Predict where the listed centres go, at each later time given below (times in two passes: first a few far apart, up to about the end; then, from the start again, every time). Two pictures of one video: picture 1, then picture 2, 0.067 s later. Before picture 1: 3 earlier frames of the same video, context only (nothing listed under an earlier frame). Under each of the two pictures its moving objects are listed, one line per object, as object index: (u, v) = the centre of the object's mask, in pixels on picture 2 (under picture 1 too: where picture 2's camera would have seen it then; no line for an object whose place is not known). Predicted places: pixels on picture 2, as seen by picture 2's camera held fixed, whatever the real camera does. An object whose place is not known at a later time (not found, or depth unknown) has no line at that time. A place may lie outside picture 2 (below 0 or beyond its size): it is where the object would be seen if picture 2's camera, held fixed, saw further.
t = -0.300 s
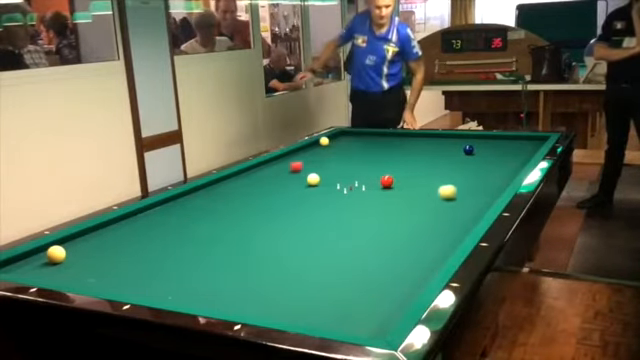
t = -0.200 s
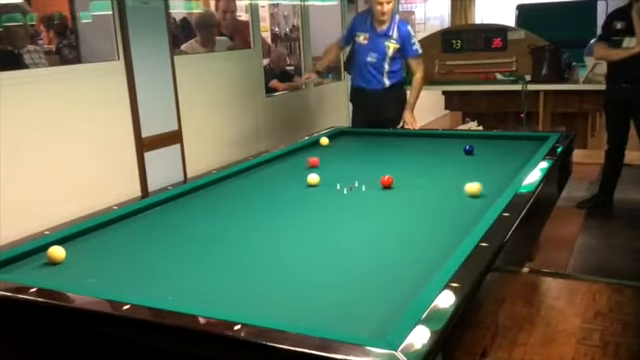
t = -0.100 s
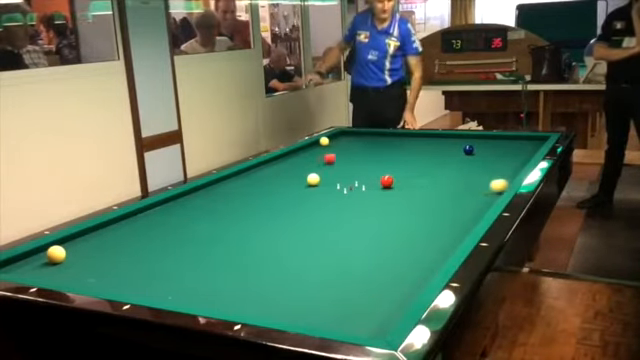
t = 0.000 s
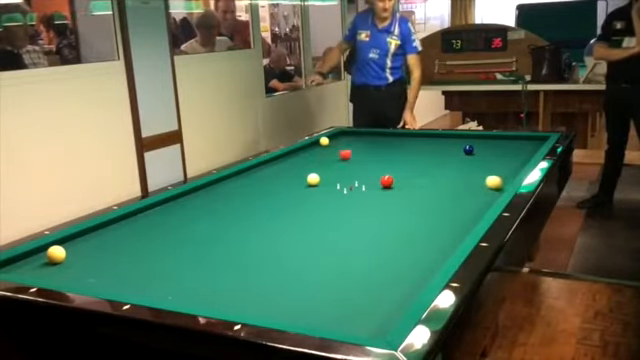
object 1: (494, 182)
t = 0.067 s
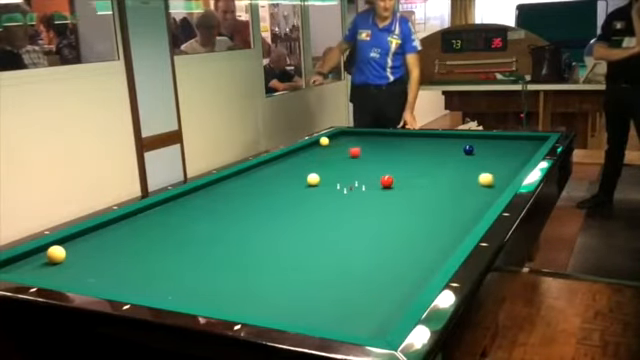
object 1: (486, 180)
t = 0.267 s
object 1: (471, 173)
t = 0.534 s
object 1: (457, 165)
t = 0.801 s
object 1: (444, 158)
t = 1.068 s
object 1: (434, 151)
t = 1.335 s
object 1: (415, 149)
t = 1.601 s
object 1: (390, 149)
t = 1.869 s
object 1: (367, 149)
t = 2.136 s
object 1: (344, 149)
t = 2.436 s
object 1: (320, 149)
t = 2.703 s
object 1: (300, 148)
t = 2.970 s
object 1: (307, 150)
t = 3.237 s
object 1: (313, 151)
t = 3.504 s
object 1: (319, 152)
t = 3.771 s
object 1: (324, 153)
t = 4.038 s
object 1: (330, 154)
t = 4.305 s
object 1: (336, 156)
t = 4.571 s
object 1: (341, 157)
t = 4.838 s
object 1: (346, 158)
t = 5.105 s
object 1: (350, 159)
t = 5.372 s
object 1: (355, 160)
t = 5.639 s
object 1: (359, 161)
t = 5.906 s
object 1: (363, 162)
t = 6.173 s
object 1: (367, 162)
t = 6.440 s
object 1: (370, 163)
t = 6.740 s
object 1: (373, 164)
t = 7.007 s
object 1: (376, 164)
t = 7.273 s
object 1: (377, 164)
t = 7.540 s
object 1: (380, 165)
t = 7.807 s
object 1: (381, 165)
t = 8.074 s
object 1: (383, 165)
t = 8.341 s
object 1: (383, 165)
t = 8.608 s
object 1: (384, 166)
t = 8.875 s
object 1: (384, 165)
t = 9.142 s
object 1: (384, 166)
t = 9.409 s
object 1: (384, 166)
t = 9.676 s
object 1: (384, 166)
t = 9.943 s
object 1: (383, 166)
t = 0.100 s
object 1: (482, 179)
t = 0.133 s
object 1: (479, 177)
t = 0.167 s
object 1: (477, 176)
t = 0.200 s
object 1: (475, 175)
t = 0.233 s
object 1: (473, 174)
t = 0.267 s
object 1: (471, 173)
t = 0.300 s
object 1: (469, 172)
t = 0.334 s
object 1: (467, 171)
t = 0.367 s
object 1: (465, 169)
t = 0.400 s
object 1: (463, 168)
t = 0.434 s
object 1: (462, 167)
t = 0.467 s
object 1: (460, 166)
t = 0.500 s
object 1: (458, 166)
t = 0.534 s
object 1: (457, 165)
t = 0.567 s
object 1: (455, 164)
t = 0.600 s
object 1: (453, 163)
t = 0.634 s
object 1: (452, 162)
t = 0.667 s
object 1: (450, 161)
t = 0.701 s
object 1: (449, 160)
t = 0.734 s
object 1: (447, 159)
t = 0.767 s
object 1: (446, 159)
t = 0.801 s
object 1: (444, 158)
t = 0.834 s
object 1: (443, 157)
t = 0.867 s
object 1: (442, 156)
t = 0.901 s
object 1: (440, 155)
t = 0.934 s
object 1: (439, 154)
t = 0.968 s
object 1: (438, 154)
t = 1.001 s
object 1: (436, 153)
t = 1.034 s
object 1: (435, 152)
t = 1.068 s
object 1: (434, 151)
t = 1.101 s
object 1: (432, 151)
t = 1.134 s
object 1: (431, 150)
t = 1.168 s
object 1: (430, 149)
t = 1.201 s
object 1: (429, 149)
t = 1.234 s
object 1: (426, 148)
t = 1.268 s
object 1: (422, 149)
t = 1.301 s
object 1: (418, 149)
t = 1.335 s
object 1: (415, 149)
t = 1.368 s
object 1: (412, 149)
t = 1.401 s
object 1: (408, 149)
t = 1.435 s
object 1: (405, 149)
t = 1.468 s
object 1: (402, 149)
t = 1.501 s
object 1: (399, 149)
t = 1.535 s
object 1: (396, 149)
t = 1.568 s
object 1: (393, 149)
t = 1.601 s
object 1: (390, 149)
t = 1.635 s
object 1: (387, 149)
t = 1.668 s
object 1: (384, 149)
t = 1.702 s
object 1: (381, 149)
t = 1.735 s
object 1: (378, 149)
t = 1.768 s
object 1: (375, 149)
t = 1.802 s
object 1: (372, 149)
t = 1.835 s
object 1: (369, 149)
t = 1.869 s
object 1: (367, 149)
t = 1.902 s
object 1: (364, 149)
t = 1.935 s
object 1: (361, 149)
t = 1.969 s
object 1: (358, 149)
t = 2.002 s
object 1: (355, 149)
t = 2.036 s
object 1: (353, 149)
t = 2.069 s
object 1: (350, 149)
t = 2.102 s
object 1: (347, 149)
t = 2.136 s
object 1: (344, 149)
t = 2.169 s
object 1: (342, 149)
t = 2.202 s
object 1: (339, 149)
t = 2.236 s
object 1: (336, 149)
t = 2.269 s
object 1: (334, 149)
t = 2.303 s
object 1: (331, 149)
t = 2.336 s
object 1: (329, 149)
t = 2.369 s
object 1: (326, 149)
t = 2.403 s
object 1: (323, 148)
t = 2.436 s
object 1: (320, 149)
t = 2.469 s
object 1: (318, 149)
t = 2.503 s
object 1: (315, 149)
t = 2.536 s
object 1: (313, 149)
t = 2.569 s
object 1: (310, 148)
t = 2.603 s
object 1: (308, 148)
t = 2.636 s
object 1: (305, 148)
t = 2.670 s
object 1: (303, 148)
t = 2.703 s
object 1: (300, 148)
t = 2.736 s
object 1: (301, 148)
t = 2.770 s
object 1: (302, 148)
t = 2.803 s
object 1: (303, 149)
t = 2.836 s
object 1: (304, 149)
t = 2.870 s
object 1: (305, 149)
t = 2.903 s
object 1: (306, 149)
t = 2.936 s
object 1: (306, 149)
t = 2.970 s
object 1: (307, 150)
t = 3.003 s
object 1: (308, 150)
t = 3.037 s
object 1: (309, 150)
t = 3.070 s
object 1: (310, 150)
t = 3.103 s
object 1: (310, 150)
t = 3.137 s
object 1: (311, 150)
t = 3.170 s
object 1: (312, 150)
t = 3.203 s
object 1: (312, 151)
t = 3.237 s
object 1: (313, 151)
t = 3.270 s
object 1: (314, 151)
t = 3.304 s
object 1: (315, 151)
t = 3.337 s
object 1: (315, 151)
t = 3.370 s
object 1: (316, 152)
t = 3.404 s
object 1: (317, 152)
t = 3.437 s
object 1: (317, 152)
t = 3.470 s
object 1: (318, 152)
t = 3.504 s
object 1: (319, 152)
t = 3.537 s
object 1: (319, 152)
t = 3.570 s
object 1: (320, 153)
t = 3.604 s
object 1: (321, 153)
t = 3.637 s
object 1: (322, 153)
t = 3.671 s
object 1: (322, 153)
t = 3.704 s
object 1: (323, 153)
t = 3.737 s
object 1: (324, 153)
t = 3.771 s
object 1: (324, 153)
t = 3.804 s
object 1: (325, 154)
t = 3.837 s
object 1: (326, 154)
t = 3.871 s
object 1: (327, 154)
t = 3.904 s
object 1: (327, 154)
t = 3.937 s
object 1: (328, 154)
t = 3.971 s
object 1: (329, 154)
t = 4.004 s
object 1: (329, 154)
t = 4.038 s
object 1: (330, 154)
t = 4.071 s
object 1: (331, 155)
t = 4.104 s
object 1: (331, 155)
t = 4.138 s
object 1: (332, 155)
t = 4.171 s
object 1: (333, 155)
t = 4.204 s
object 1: (333, 155)
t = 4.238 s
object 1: (334, 155)
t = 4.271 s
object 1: (335, 155)
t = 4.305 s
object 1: (336, 156)
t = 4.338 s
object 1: (336, 156)
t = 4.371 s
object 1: (337, 156)
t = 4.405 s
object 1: (337, 156)
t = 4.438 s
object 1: (338, 156)
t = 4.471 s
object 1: (339, 156)
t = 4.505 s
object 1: (339, 157)
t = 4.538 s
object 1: (340, 157)
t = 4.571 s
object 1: (341, 157)
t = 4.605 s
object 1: (342, 157)
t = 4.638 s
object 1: (342, 157)
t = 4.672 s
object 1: (343, 157)
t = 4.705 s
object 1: (343, 157)
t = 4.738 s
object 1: (344, 158)
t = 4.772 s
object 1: (344, 158)
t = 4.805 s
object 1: (345, 158)
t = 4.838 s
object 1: (346, 158)
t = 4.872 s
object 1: (346, 158)
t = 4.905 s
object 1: (347, 158)
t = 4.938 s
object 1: (347, 158)
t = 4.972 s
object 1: (348, 158)
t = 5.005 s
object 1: (348, 158)
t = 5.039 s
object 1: (349, 159)
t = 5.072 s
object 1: (350, 159)
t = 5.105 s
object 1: (350, 159)
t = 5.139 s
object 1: (351, 159)
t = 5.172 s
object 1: (351, 159)
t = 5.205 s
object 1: (352, 159)
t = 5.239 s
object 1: (353, 159)
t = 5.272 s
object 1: (353, 159)
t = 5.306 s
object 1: (354, 160)
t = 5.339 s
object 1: (354, 160)
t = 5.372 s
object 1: (355, 160)
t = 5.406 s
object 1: (355, 160)
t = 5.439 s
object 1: (356, 160)
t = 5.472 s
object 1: (357, 160)
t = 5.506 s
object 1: (357, 160)
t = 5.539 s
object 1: (358, 160)
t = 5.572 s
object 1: (358, 160)
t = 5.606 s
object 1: (359, 161)
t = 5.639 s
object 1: (359, 161)
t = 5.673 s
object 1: (360, 161)
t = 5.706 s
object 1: (360, 161)
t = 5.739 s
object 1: (361, 161)
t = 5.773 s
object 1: (361, 161)
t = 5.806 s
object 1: (362, 161)
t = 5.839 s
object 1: (362, 161)
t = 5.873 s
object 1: (362, 161)
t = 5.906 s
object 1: (363, 162)
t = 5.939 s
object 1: (363, 162)
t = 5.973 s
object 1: (364, 162)
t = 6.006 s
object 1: (364, 162)
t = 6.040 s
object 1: (365, 162)
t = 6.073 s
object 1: (365, 162)
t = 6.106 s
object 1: (366, 162)
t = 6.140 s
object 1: (366, 162)
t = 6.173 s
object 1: (367, 162)
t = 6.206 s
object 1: (367, 162)
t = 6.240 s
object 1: (368, 163)
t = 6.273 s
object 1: (368, 162)
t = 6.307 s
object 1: (368, 163)
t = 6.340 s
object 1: (369, 163)
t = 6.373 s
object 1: (369, 163)
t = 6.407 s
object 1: (370, 163)
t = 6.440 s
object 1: (370, 163)
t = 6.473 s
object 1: (370, 163)
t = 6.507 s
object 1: (371, 163)
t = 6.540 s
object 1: (371, 163)
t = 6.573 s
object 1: (371, 163)
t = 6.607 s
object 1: (372, 163)
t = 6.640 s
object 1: (372, 163)
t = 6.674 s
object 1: (372, 164)
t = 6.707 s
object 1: (373, 164)
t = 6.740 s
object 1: (373, 164)
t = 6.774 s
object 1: (373, 164)
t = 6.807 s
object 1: (374, 164)
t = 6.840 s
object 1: (374, 164)
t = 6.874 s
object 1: (374, 164)
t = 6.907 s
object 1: (375, 164)
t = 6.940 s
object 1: (375, 164)
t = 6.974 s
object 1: (375, 164)
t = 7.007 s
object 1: (376, 164)
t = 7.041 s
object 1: (376, 164)
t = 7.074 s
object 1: (376, 164)
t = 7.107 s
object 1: (377, 164)
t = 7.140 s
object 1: (377, 164)
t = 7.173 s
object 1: (377, 164)
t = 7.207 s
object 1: (377, 164)
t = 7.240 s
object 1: (377, 164)
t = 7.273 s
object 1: (377, 164)
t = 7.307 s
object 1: (378, 165)
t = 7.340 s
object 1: (378, 165)
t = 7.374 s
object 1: (379, 165)
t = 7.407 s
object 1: (379, 165)
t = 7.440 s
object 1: (379, 165)
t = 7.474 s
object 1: (379, 165)
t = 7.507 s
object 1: (379, 165)
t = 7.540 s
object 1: (380, 165)
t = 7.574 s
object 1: (380, 165)
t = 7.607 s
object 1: (380, 165)
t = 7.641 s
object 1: (380, 165)
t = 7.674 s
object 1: (380, 165)
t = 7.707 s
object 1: (380, 165)
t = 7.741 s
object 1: (381, 165)
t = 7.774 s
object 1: (381, 165)
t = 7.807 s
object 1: (381, 165)
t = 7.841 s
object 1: (381, 165)
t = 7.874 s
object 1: (382, 165)
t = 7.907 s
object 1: (382, 165)
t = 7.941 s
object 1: (382, 165)
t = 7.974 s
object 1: (382, 165)
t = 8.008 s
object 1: (382, 165)
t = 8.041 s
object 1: (382, 165)
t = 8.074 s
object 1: (383, 165)
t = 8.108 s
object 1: (383, 165)
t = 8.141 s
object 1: (383, 165)
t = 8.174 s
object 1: (383, 165)
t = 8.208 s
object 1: (383, 165)
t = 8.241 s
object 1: (383, 165)
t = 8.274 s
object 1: (383, 165)
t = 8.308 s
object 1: (383, 165)
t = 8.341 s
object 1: (383, 165)
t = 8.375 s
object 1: (383, 165)
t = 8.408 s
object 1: (383, 165)
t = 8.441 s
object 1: (384, 165)
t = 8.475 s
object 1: (384, 165)
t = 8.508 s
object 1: (384, 165)
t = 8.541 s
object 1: (384, 165)
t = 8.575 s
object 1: (384, 166)
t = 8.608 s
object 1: (384, 166)
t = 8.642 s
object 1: (384, 166)
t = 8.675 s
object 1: (384, 165)
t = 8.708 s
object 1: (384, 165)
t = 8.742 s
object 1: (384, 165)
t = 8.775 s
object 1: (384, 165)
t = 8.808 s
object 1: (384, 165)
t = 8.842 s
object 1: (384, 165)
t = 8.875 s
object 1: (384, 165)
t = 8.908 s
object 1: (384, 165)
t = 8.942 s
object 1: (384, 166)
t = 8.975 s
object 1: (384, 166)
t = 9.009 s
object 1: (384, 166)
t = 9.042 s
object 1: (384, 166)
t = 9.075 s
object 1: (384, 166)
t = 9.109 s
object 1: (384, 166)
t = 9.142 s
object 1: (384, 166)
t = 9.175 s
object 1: (384, 166)
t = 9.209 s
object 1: (384, 166)
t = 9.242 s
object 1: (384, 166)
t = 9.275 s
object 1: (384, 166)
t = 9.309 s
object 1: (384, 166)
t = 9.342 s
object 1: (384, 166)
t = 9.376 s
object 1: (384, 166)
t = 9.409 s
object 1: (384, 166)
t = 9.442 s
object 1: (384, 166)
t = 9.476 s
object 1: (384, 166)
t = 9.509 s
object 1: (384, 166)
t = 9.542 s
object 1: (383, 166)
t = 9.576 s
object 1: (384, 166)
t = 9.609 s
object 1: (384, 166)
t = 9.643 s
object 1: (384, 166)
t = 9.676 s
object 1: (384, 166)
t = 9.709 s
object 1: (383, 166)
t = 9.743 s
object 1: (384, 166)
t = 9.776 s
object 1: (384, 166)
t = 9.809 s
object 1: (384, 166)
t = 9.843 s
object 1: (383, 166)
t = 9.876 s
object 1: (383, 166)
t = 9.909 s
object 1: (383, 166)
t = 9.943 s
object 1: (383, 166)
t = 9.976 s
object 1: (384, 166)
